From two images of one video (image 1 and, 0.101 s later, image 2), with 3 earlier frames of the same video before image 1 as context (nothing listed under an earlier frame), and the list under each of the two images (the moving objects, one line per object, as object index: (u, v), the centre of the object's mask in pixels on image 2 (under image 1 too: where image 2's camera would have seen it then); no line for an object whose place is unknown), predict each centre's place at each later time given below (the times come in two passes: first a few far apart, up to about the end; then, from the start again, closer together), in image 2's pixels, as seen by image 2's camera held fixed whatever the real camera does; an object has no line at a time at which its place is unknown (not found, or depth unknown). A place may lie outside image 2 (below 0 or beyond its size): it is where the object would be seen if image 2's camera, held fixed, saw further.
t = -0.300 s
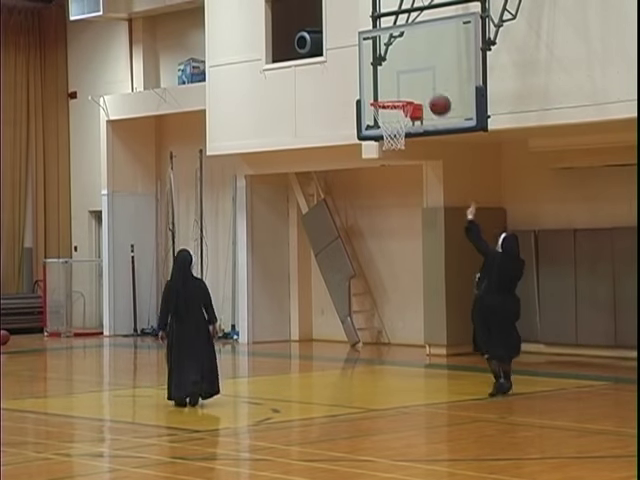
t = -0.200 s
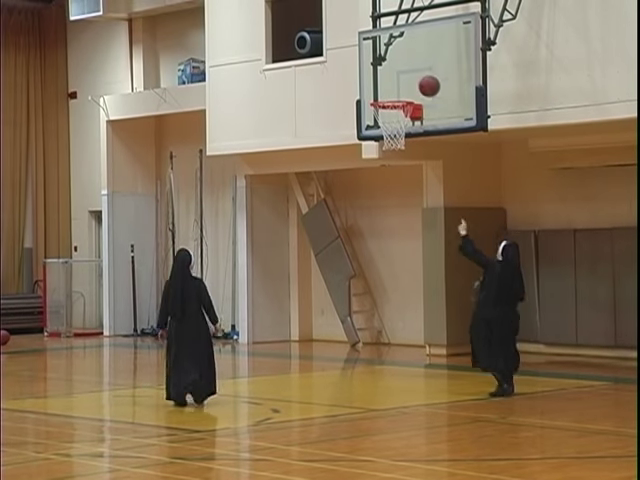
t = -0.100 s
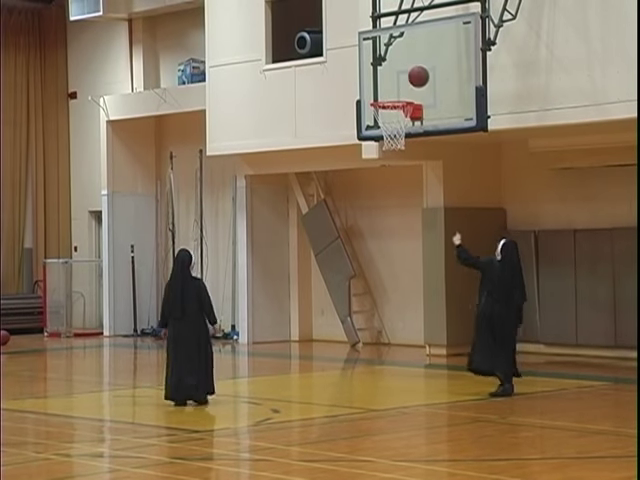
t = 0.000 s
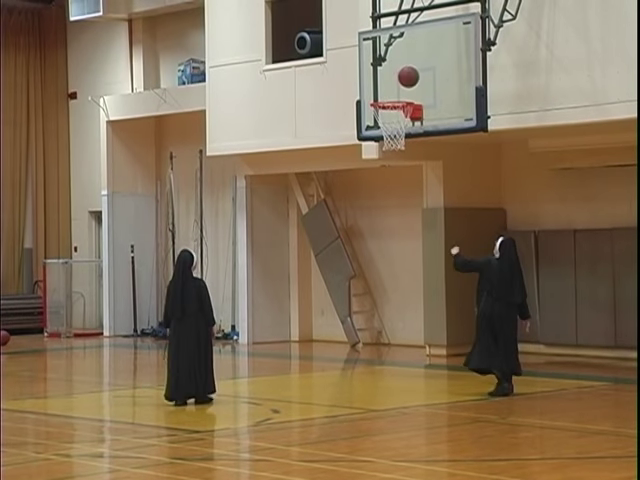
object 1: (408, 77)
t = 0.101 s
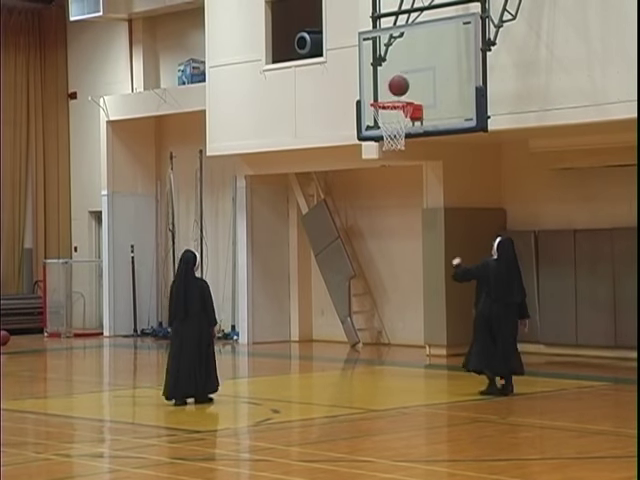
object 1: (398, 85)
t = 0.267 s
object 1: (390, 84)
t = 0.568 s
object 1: (380, 120)
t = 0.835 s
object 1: (373, 224)
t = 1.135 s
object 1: (366, 359)
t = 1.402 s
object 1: (361, 241)
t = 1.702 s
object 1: (355, 191)
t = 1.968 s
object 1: (353, 219)
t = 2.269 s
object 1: (351, 331)
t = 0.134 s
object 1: (395, 90)
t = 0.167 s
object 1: (393, 90)
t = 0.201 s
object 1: (392, 87)
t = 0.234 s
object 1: (391, 85)
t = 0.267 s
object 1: (390, 84)
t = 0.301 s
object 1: (389, 84)
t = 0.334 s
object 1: (387, 85)
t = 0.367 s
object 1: (387, 87)
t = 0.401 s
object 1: (385, 90)
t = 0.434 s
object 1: (384, 94)
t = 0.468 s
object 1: (383, 99)
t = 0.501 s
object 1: (382, 105)
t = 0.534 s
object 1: (381, 112)
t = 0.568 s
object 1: (380, 120)
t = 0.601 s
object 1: (379, 130)
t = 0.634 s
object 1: (378, 140)
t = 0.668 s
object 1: (377, 152)
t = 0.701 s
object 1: (376, 164)
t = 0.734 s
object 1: (376, 177)
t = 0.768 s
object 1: (375, 193)
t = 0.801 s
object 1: (374, 208)
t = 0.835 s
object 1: (373, 224)
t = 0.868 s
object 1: (372, 242)
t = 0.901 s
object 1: (371, 260)
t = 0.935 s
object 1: (372, 281)
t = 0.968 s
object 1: (370, 301)
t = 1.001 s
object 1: (369, 321)
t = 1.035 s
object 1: (369, 344)
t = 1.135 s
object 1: (366, 359)
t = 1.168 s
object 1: (366, 339)
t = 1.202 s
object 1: (365, 322)
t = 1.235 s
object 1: (364, 308)
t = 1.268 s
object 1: (363, 293)
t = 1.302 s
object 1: (362, 278)
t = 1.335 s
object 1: (362, 264)
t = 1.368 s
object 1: (361, 252)
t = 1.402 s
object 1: (361, 241)
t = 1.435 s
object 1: (360, 233)
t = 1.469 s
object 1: (360, 224)
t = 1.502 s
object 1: (359, 216)
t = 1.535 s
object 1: (359, 208)
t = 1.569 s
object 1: (358, 203)
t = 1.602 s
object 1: (358, 198)
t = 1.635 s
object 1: (357, 195)
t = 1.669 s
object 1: (356, 193)
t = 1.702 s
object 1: (355, 191)
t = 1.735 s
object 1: (355, 191)
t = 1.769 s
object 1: (355, 192)
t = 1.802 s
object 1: (355, 193)
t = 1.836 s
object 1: (354, 197)
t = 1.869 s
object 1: (353, 201)
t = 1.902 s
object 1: (353, 206)
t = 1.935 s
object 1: (353, 212)
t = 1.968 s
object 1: (353, 219)
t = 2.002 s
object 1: (353, 227)
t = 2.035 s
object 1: (352, 237)
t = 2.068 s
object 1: (352, 247)
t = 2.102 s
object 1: (352, 259)
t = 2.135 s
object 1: (352, 271)
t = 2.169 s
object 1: (351, 284)
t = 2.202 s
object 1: (351, 300)
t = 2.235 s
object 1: (352, 315)
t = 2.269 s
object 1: (351, 331)
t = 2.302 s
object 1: (350, 351)
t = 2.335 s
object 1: (351, 369)
